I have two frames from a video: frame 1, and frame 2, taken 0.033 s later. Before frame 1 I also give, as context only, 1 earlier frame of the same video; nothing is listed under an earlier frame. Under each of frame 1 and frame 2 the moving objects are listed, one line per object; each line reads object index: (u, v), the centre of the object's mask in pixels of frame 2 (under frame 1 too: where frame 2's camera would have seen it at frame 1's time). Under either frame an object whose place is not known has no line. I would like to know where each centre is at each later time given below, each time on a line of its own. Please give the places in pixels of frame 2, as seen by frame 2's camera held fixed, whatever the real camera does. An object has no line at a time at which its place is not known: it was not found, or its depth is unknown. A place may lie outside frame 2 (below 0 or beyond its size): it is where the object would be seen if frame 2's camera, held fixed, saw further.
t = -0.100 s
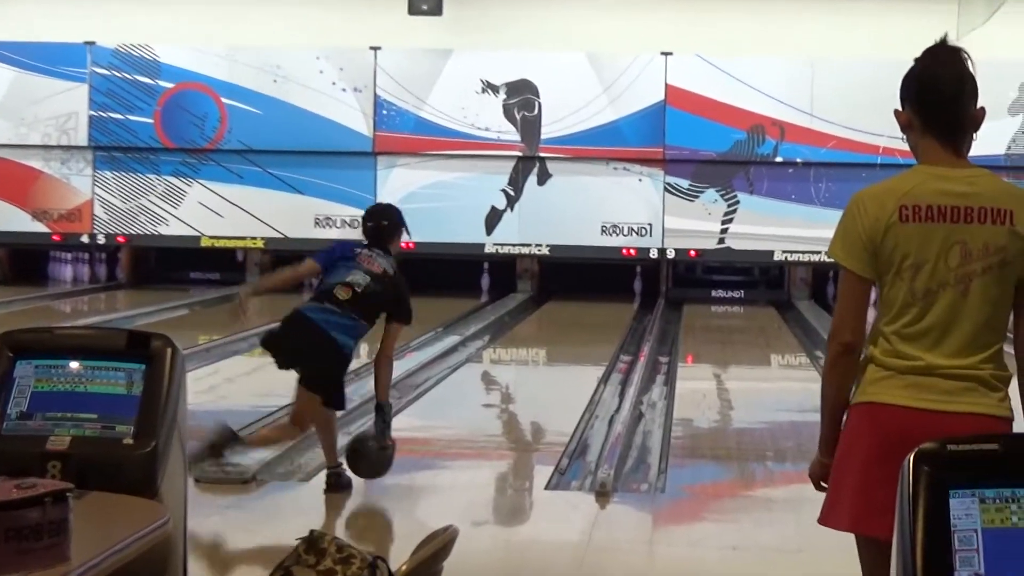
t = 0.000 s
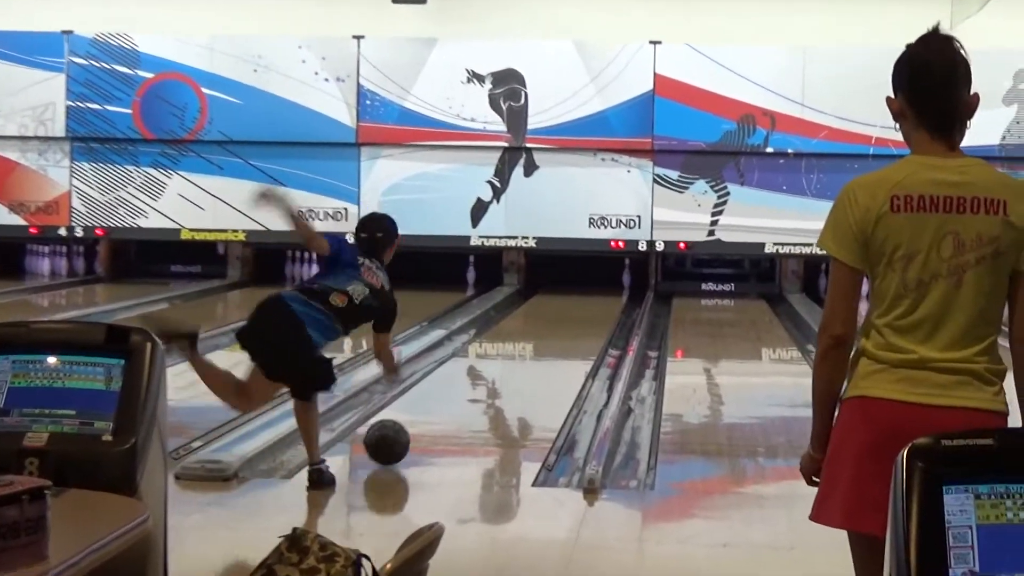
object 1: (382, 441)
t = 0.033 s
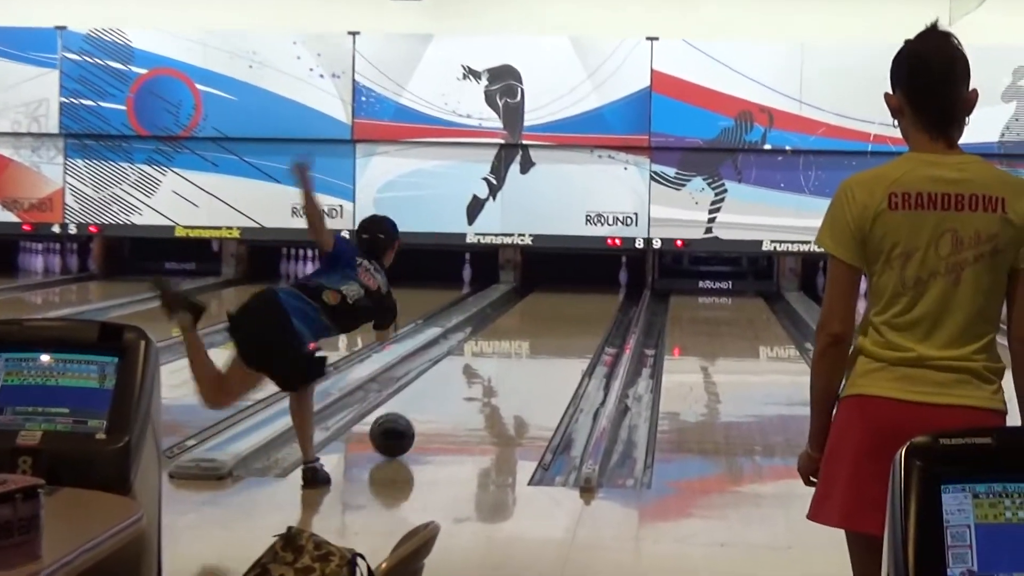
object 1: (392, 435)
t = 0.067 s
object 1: (401, 429)
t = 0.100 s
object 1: (409, 423)
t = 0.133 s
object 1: (417, 418)
